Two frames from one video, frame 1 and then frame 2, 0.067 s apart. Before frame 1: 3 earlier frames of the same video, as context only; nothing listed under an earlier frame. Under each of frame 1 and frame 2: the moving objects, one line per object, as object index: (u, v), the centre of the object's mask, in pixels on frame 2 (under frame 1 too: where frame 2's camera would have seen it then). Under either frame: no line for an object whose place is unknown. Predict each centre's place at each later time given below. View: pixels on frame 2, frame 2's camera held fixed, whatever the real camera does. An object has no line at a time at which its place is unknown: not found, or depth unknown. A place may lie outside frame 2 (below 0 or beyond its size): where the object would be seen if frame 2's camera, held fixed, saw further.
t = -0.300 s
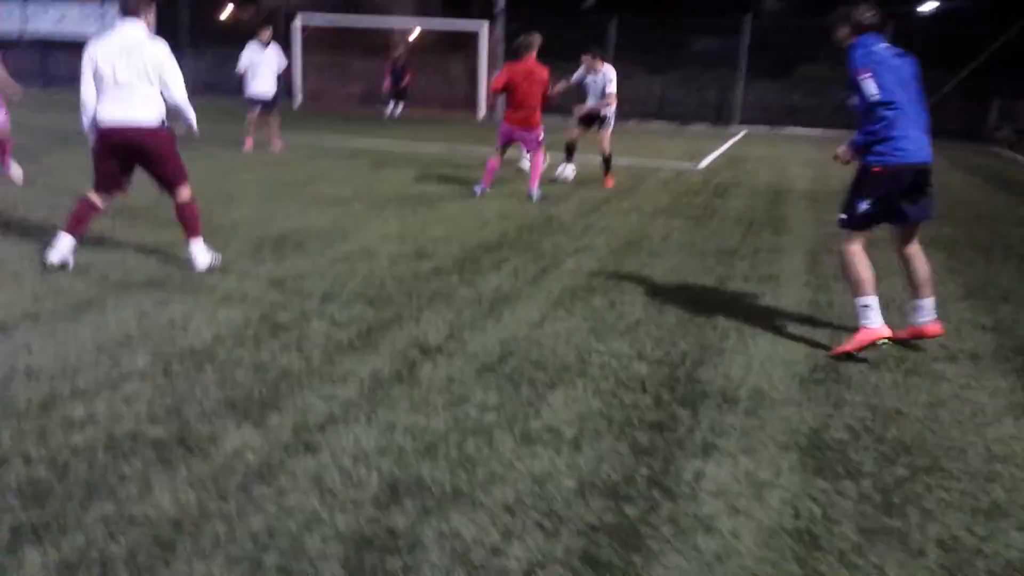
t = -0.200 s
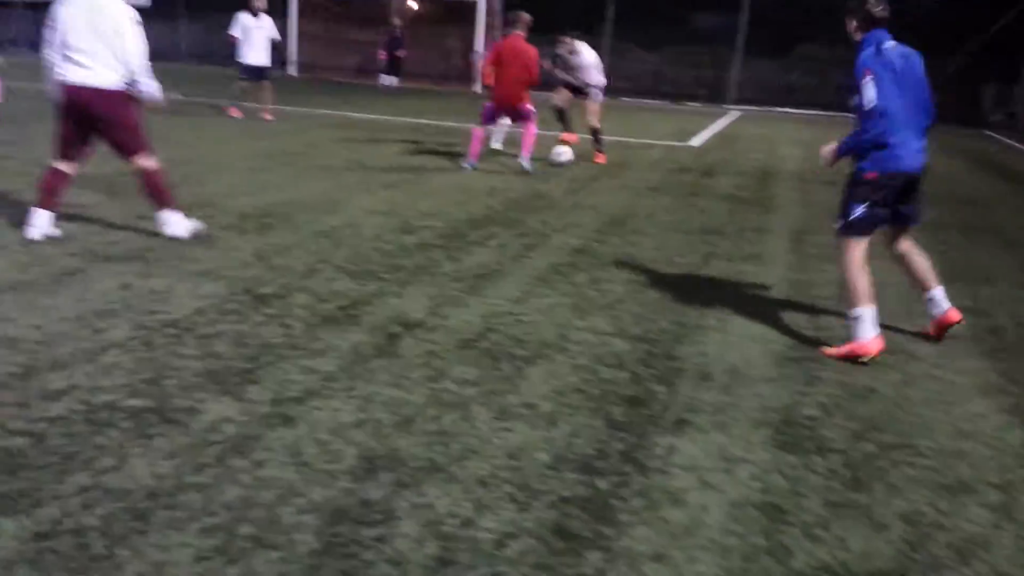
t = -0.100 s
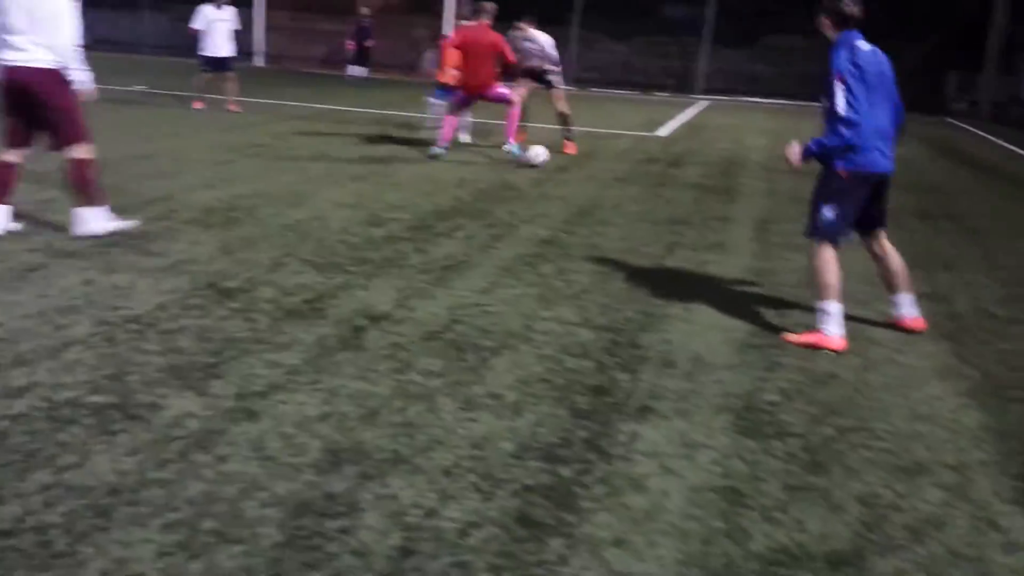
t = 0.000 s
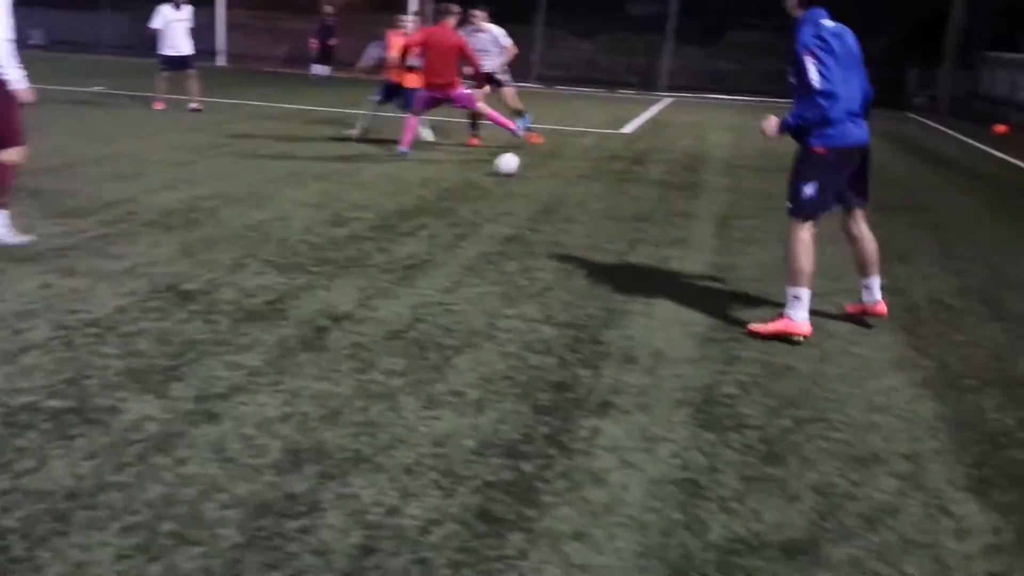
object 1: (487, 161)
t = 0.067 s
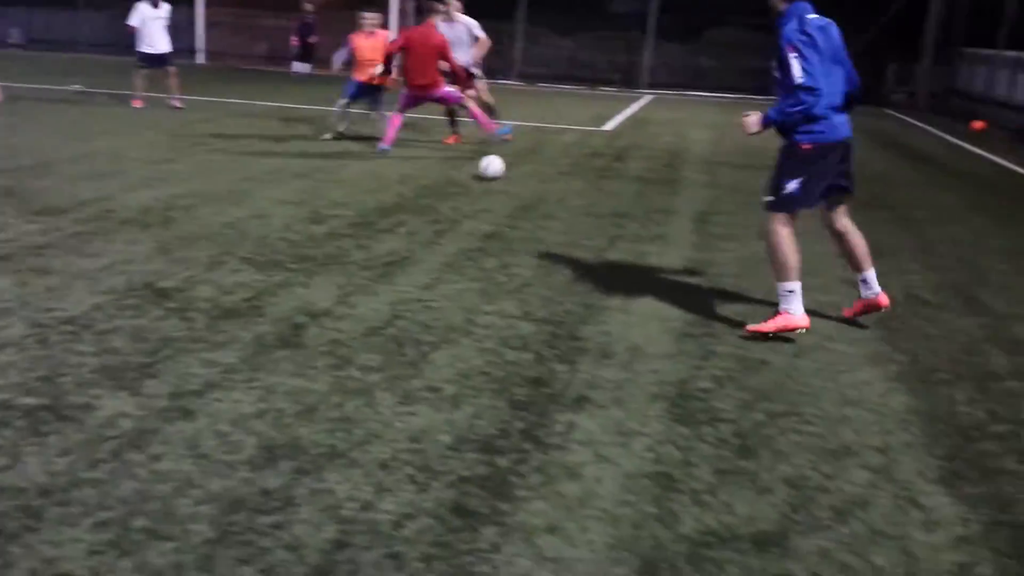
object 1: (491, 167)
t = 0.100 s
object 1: (493, 170)
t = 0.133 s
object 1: (495, 173)
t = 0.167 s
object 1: (497, 177)
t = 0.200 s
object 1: (498, 180)
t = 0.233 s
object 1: (501, 182)
